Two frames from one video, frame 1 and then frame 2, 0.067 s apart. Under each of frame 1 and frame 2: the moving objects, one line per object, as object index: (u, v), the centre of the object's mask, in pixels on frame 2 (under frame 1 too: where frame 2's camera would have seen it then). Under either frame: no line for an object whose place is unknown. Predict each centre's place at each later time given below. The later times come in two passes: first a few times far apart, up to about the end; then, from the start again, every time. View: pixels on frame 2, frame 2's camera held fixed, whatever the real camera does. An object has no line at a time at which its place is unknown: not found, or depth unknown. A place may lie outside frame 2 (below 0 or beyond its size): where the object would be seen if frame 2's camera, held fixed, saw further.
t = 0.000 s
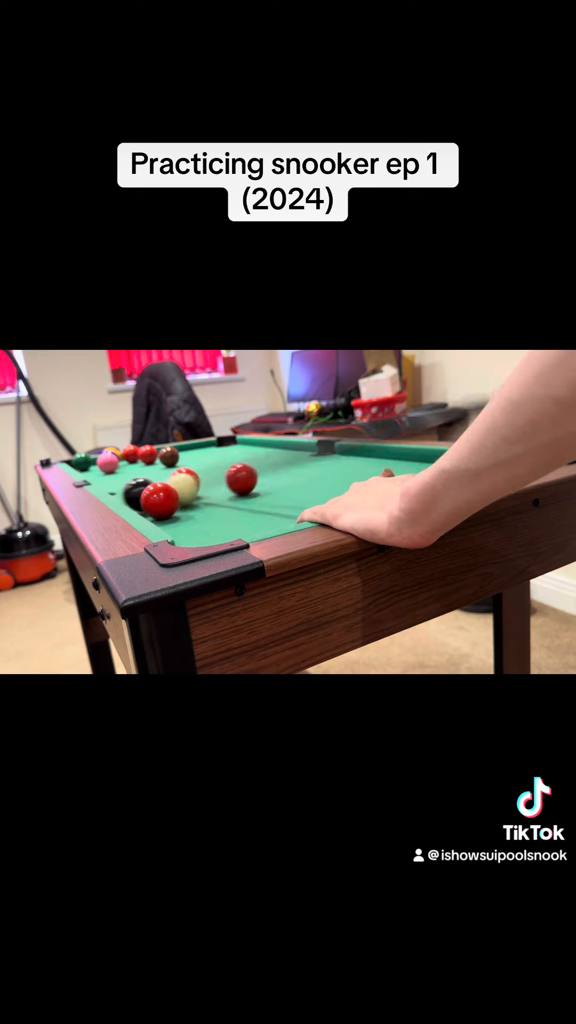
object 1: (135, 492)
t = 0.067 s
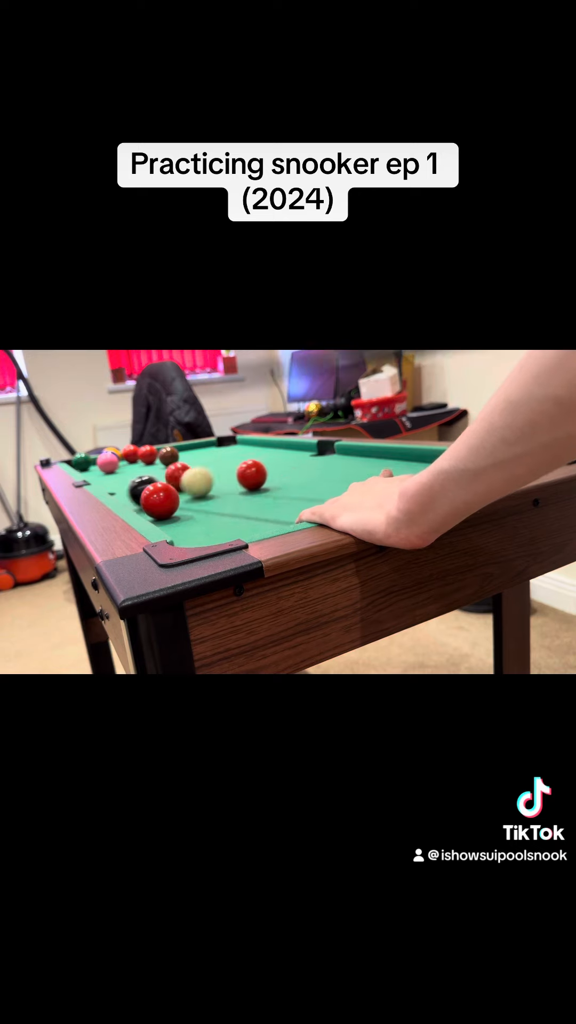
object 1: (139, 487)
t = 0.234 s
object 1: (181, 478)
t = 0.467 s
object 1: (216, 466)
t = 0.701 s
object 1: (243, 456)
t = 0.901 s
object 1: (260, 450)
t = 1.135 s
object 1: (274, 445)
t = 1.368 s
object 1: (283, 442)
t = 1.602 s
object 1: (275, 443)
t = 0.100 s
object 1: (149, 481)
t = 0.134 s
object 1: (161, 479)
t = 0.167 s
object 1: (169, 478)
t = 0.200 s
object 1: (176, 479)
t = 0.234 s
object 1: (181, 478)
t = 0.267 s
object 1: (186, 477)
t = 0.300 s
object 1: (192, 475)
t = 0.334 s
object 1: (197, 473)
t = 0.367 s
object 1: (202, 471)
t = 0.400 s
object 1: (207, 470)
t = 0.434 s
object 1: (212, 468)
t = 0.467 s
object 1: (216, 466)
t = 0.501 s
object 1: (220, 465)
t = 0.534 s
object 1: (225, 463)
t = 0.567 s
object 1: (229, 462)
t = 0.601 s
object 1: (232, 460)
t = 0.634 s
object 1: (236, 459)
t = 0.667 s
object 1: (239, 458)
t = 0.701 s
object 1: (243, 456)
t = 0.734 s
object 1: (246, 455)
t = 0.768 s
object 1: (249, 454)
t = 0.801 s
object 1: (252, 453)
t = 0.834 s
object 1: (255, 452)
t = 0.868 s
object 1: (257, 451)
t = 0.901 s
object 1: (260, 450)
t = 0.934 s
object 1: (262, 449)
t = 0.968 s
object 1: (265, 448)
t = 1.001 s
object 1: (267, 447)
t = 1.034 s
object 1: (269, 447)
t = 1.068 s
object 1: (271, 446)
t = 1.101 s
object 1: (272, 446)
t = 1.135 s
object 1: (274, 445)
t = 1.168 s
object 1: (276, 445)
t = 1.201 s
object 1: (277, 444)
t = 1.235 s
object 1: (279, 444)
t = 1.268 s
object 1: (280, 443)
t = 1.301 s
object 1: (282, 443)
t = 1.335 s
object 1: (283, 442)
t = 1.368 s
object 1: (283, 442)
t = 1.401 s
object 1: (282, 442)
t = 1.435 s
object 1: (280, 442)
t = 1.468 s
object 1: (279, 442)
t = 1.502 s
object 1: (278, 443)
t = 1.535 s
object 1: (277, 443)
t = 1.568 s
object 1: (276, 443)
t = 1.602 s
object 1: (275, 443)
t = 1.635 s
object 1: (274, 443)
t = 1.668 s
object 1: (273, 443)
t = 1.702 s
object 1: (272, 443)
